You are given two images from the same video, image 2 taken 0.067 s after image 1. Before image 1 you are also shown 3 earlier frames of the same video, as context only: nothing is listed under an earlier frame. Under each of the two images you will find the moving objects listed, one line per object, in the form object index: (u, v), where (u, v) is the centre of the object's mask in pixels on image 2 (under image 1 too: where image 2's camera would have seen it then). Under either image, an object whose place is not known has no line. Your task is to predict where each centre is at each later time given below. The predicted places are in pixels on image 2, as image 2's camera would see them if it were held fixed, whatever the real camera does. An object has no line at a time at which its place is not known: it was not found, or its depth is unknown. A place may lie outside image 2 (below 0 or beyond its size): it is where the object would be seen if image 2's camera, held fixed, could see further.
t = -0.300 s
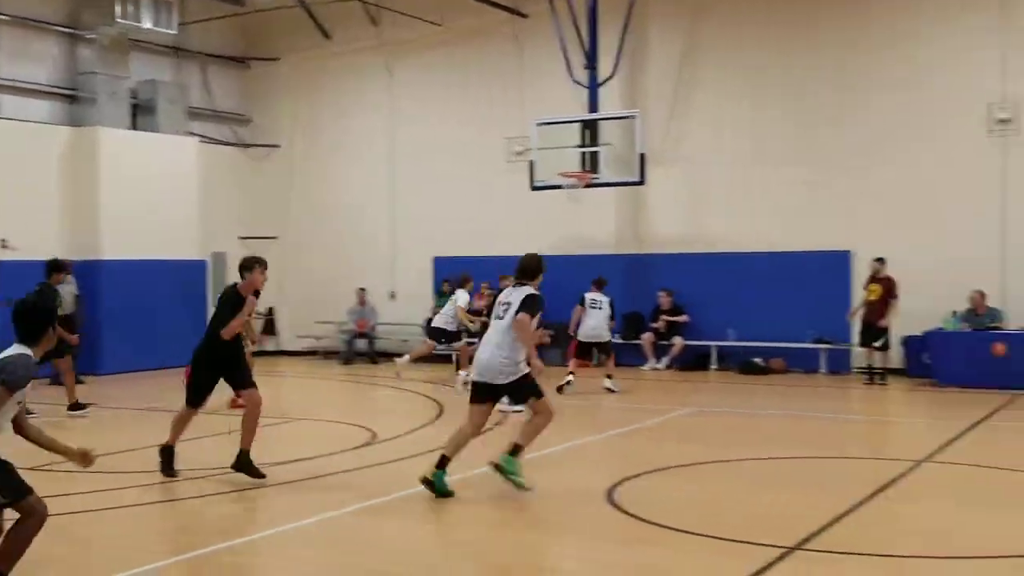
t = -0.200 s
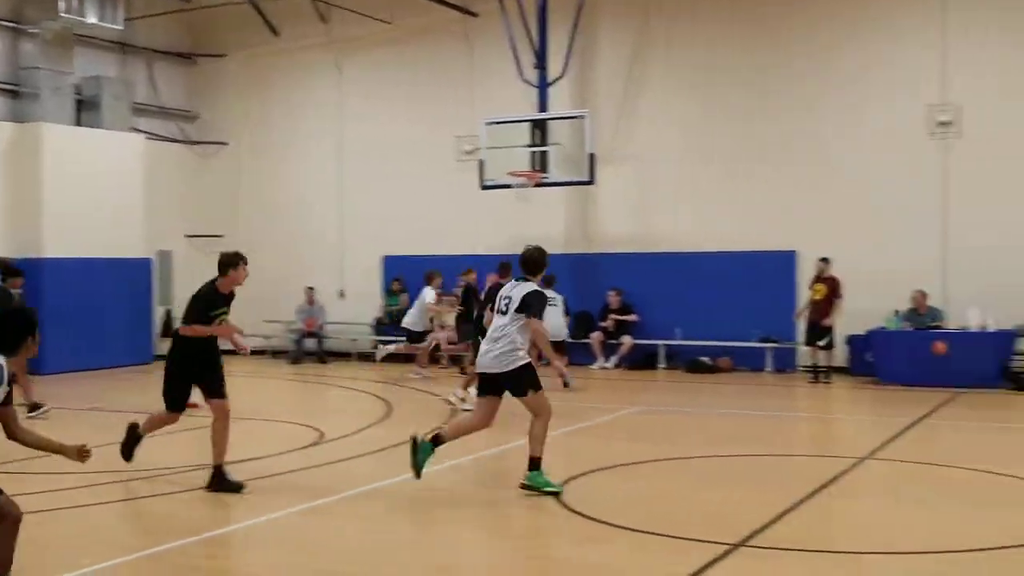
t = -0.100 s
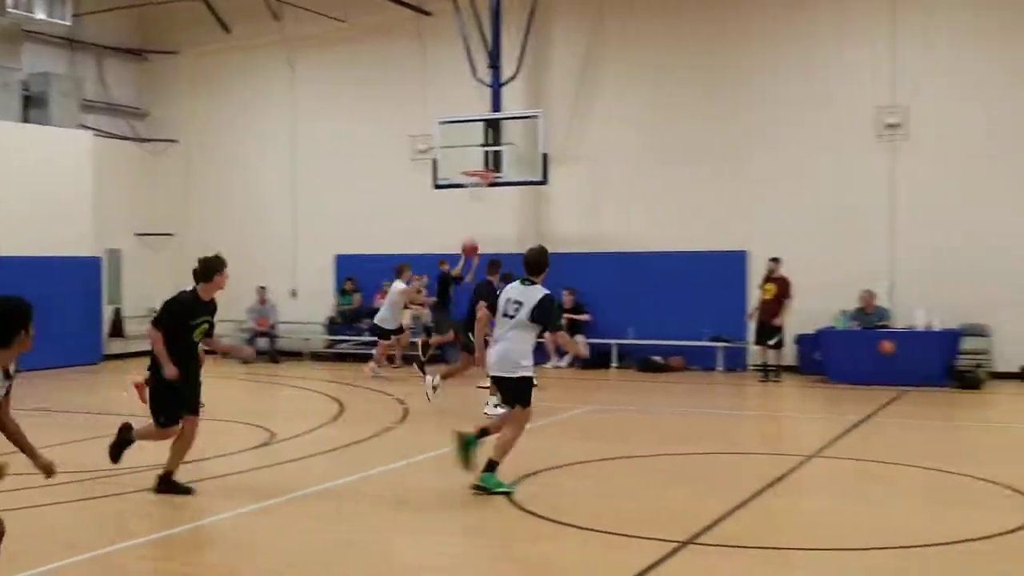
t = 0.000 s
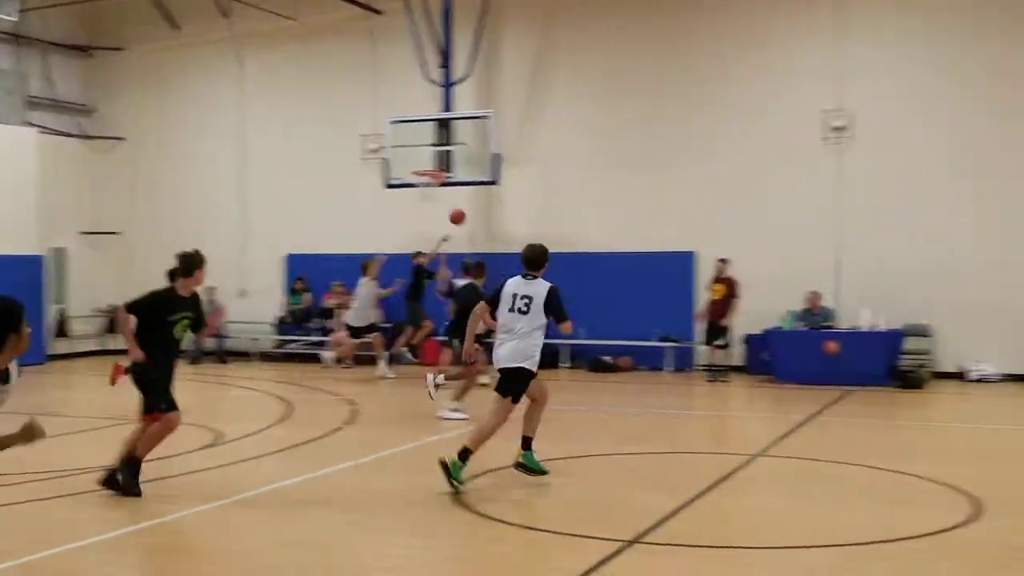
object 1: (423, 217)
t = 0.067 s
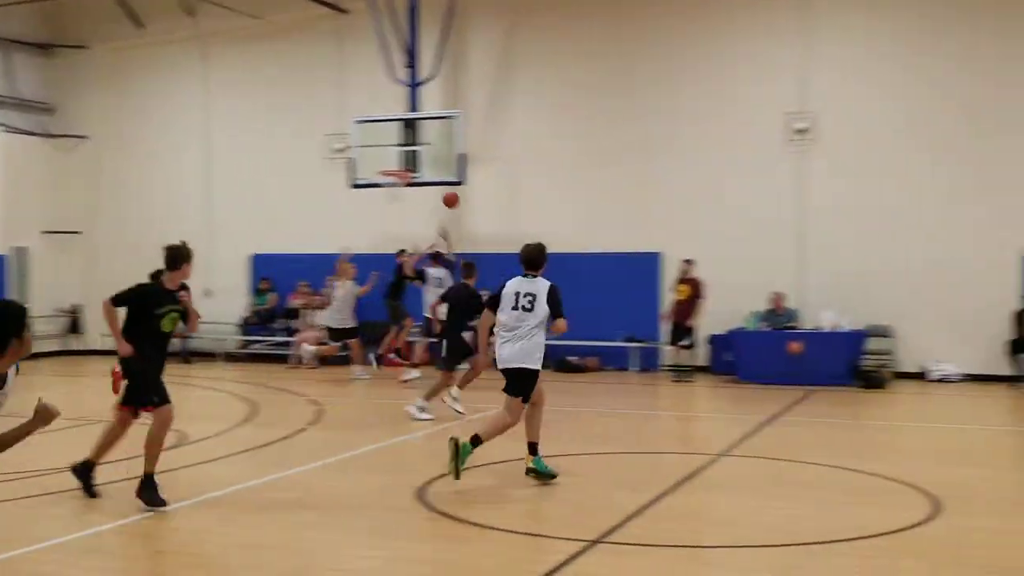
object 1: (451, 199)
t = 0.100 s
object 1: (464, 192)
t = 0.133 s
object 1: (478, 184)
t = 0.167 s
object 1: (493, 177)
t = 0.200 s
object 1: (508, 172)
